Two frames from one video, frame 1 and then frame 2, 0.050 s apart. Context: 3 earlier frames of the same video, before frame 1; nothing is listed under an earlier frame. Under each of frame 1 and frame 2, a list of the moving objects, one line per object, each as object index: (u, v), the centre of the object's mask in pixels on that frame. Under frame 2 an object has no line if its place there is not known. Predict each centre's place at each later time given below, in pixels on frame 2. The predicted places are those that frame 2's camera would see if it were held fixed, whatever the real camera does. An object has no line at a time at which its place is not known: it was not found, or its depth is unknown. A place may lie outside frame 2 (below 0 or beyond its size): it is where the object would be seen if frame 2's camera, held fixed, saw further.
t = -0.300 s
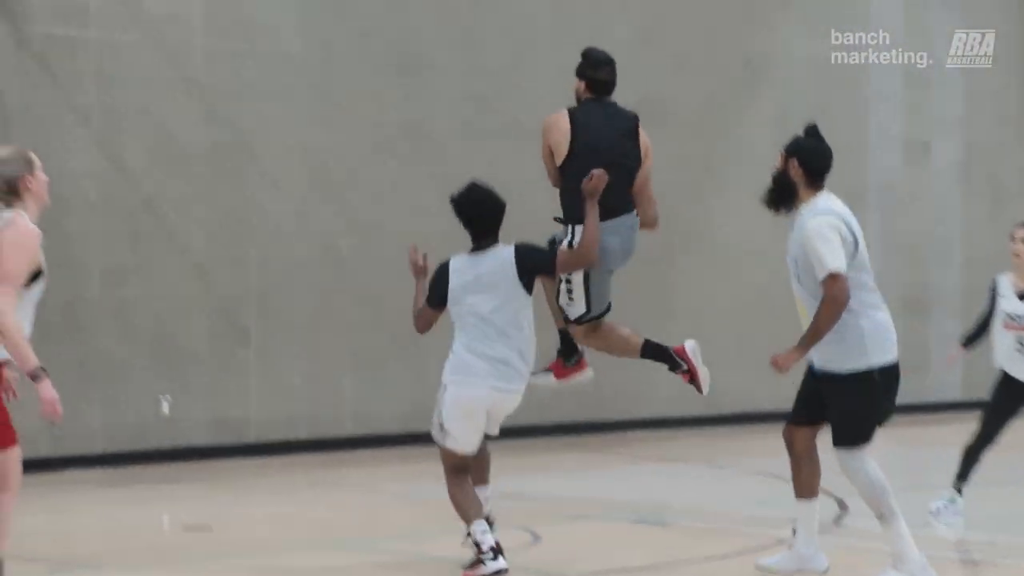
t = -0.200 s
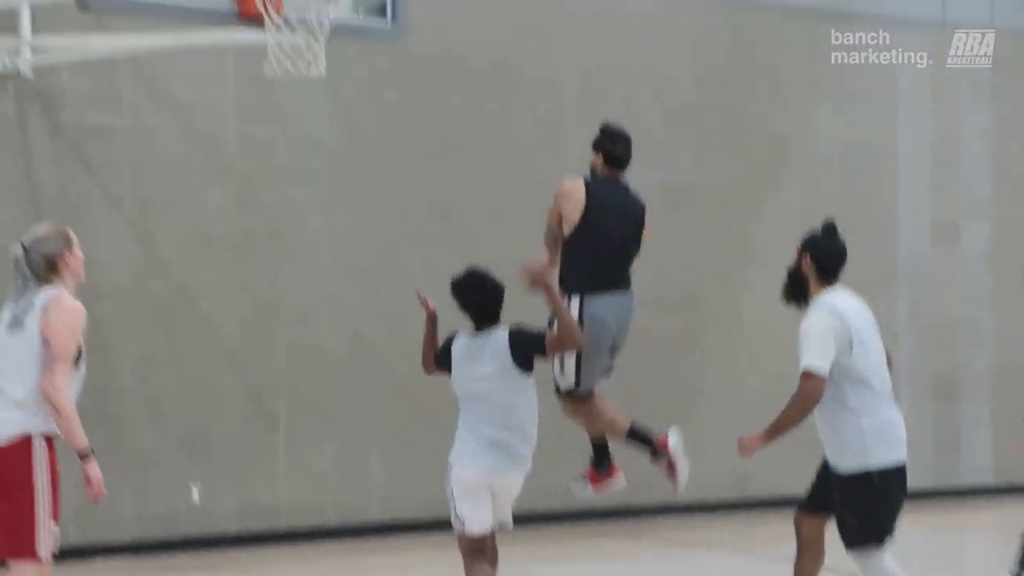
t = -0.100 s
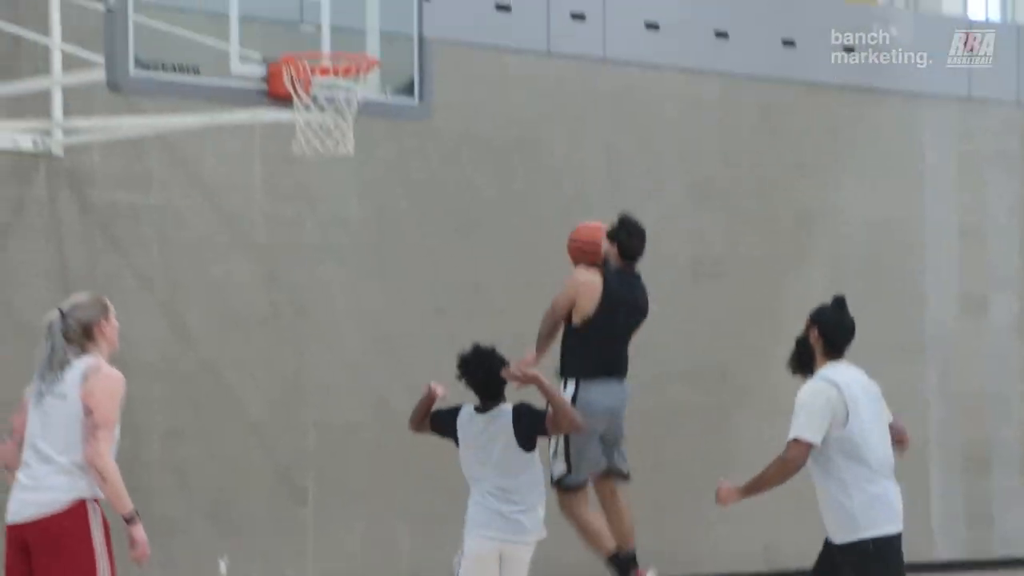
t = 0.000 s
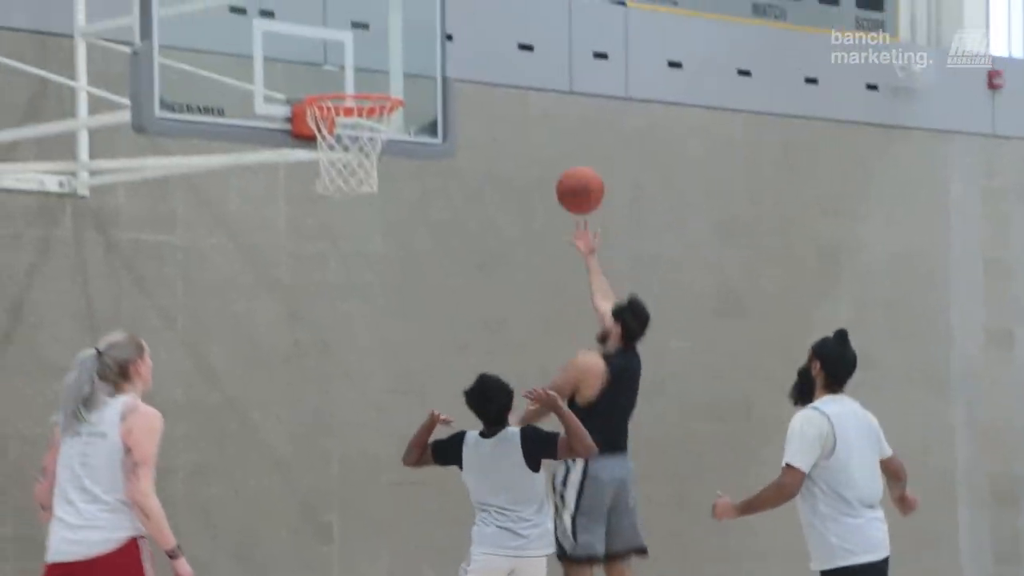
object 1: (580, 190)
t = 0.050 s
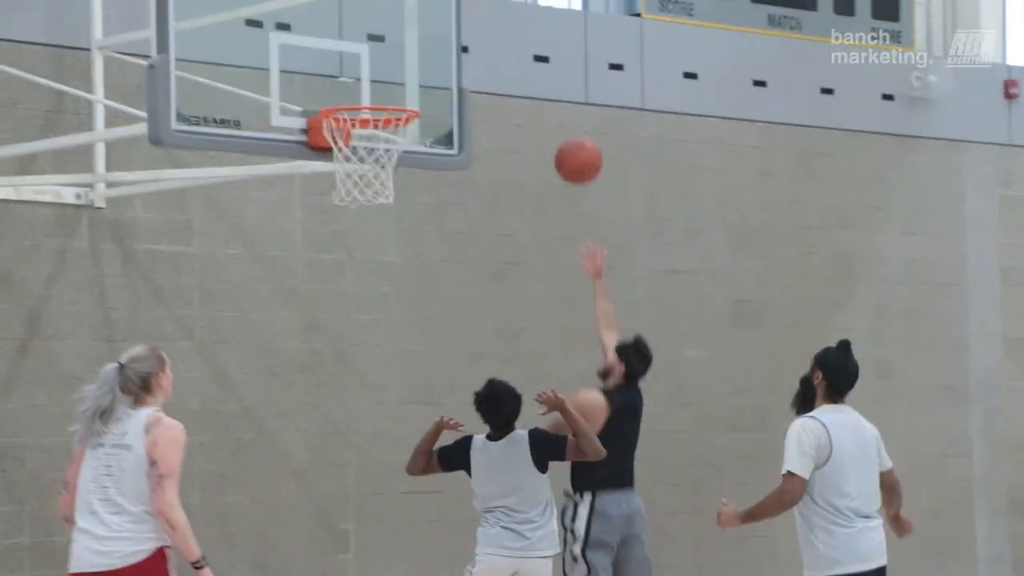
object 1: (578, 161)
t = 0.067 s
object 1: (572, 149)
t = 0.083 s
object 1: (567, 137)
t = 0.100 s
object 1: (561, 126)
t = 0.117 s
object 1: (555, 115)
